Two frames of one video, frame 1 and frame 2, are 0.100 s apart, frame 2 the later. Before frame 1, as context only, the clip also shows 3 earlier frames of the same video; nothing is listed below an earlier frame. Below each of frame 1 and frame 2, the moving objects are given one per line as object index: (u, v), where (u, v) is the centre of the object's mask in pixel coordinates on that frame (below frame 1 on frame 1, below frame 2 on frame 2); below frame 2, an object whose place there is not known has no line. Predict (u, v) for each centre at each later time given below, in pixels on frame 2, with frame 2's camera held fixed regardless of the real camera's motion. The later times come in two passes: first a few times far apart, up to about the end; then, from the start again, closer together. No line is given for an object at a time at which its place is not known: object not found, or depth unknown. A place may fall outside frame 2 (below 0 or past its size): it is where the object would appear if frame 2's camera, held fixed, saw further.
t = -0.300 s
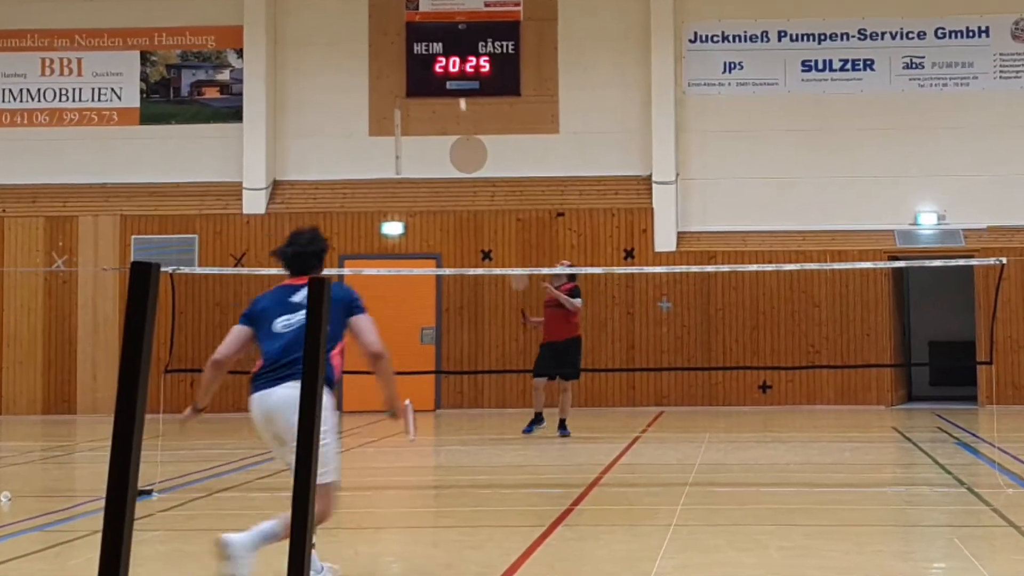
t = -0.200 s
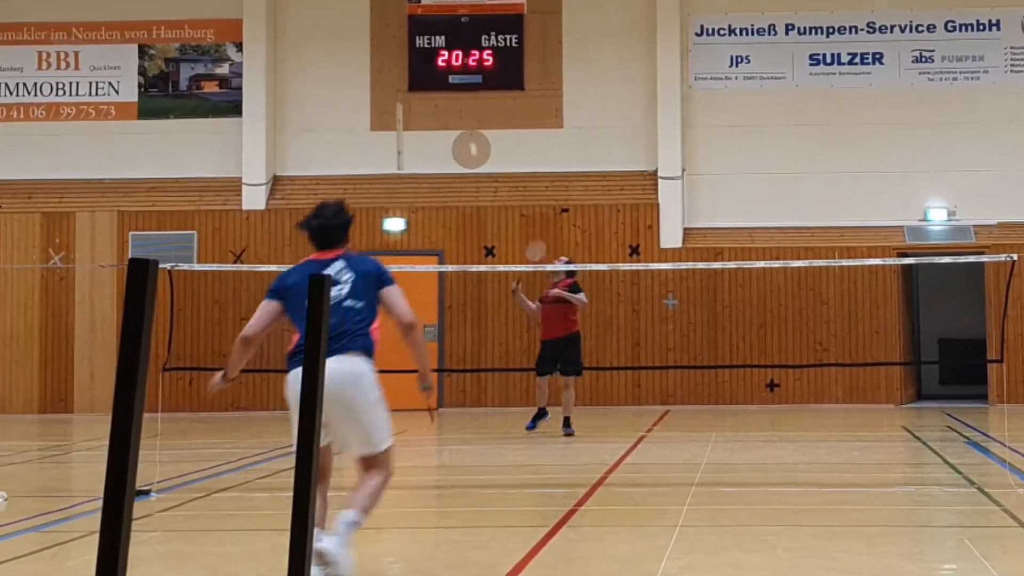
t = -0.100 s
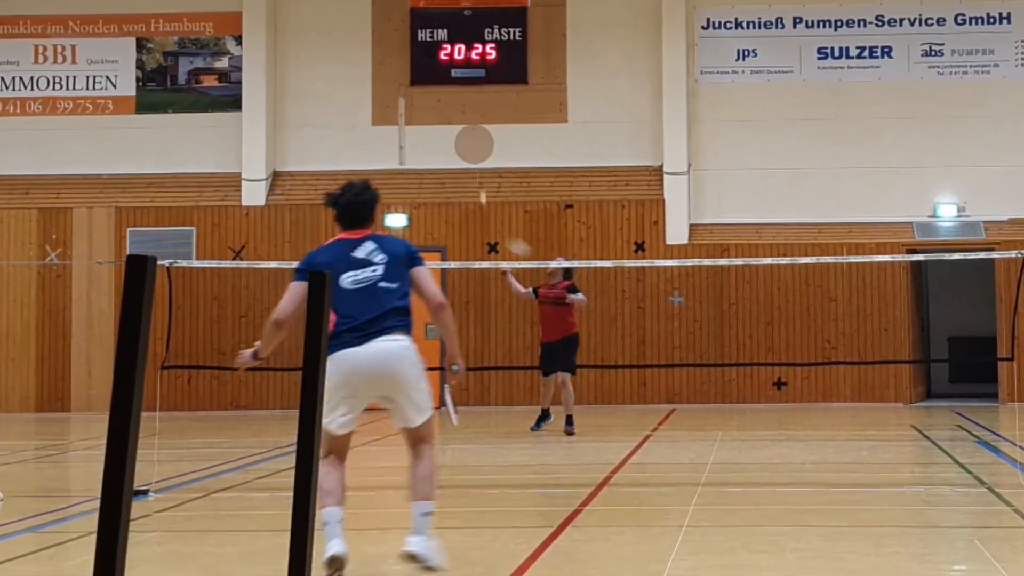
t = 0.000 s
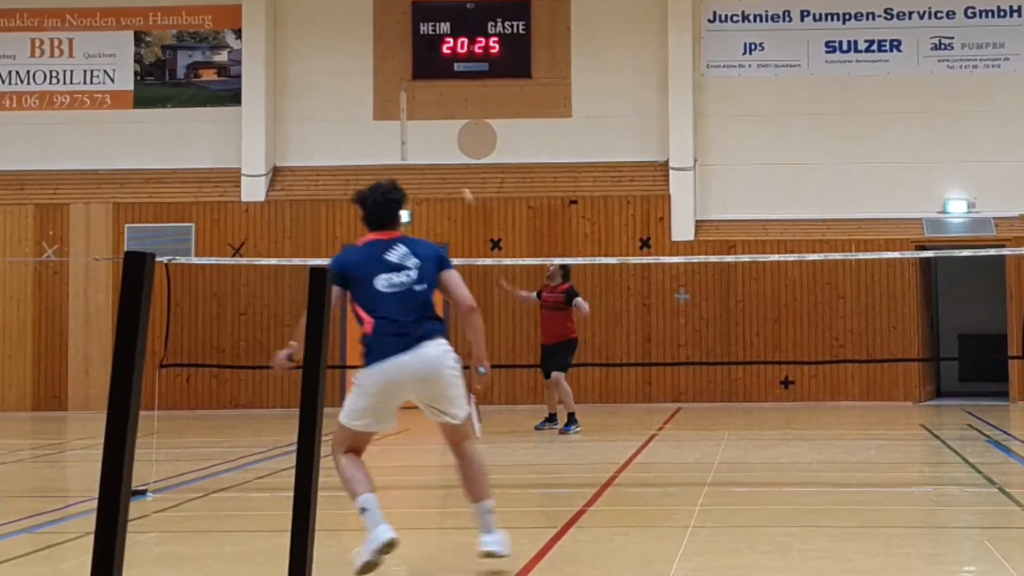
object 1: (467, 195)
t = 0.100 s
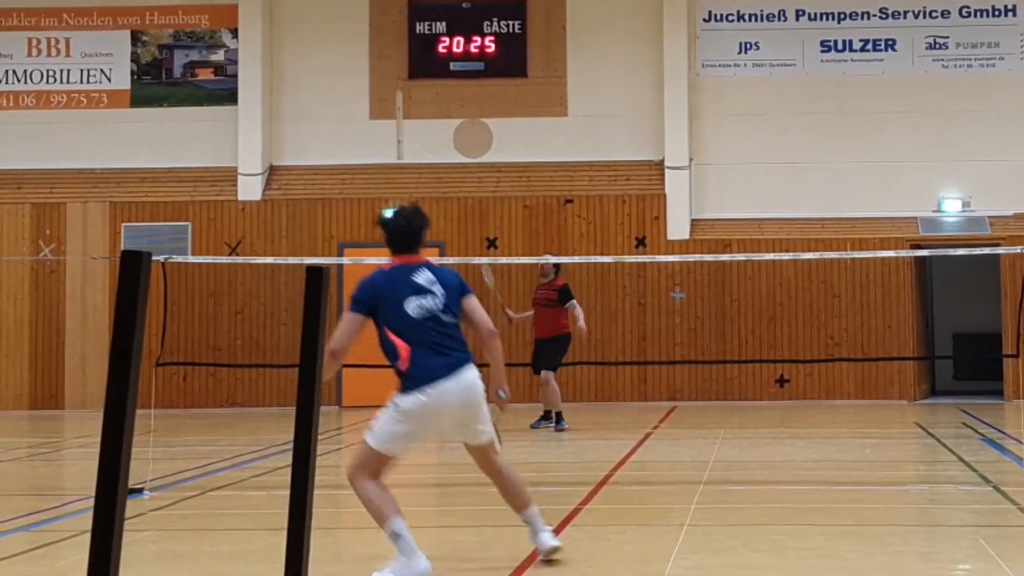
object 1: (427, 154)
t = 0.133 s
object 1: (415, 145)
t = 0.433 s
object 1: (324, 129)
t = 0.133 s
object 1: (415, 145)
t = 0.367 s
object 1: (344, 123)
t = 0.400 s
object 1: (334, 125)
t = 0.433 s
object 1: (324, 129)
